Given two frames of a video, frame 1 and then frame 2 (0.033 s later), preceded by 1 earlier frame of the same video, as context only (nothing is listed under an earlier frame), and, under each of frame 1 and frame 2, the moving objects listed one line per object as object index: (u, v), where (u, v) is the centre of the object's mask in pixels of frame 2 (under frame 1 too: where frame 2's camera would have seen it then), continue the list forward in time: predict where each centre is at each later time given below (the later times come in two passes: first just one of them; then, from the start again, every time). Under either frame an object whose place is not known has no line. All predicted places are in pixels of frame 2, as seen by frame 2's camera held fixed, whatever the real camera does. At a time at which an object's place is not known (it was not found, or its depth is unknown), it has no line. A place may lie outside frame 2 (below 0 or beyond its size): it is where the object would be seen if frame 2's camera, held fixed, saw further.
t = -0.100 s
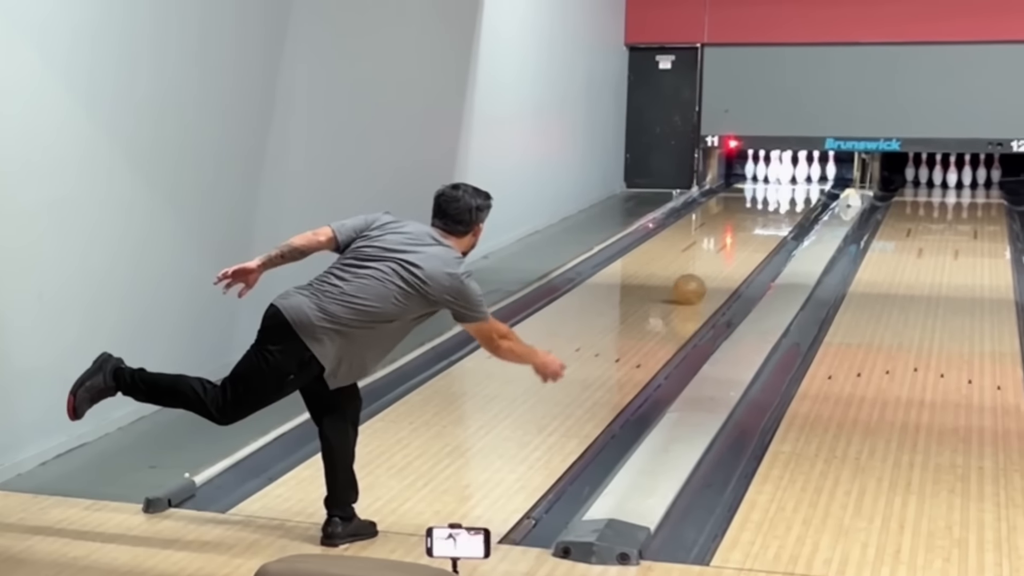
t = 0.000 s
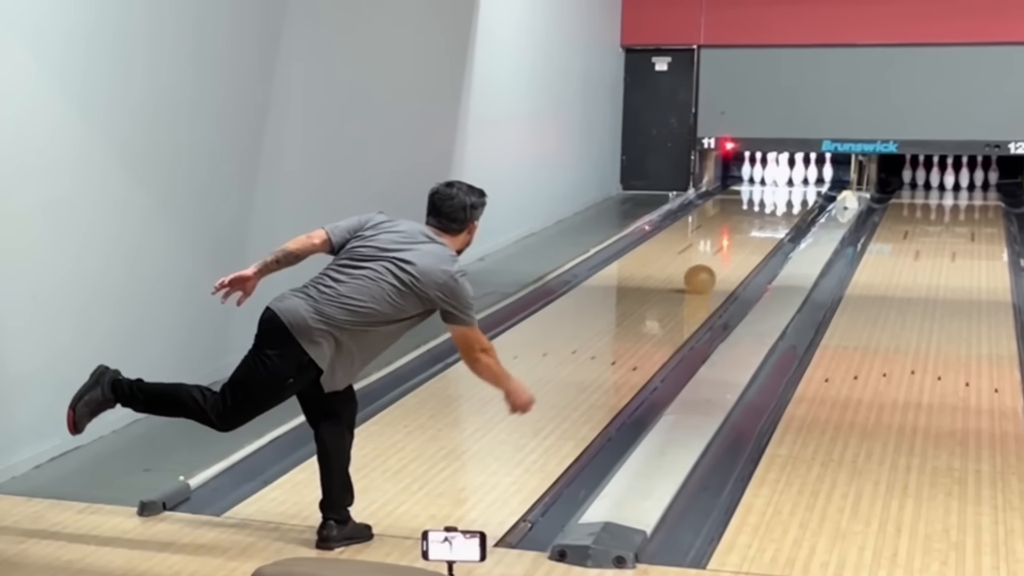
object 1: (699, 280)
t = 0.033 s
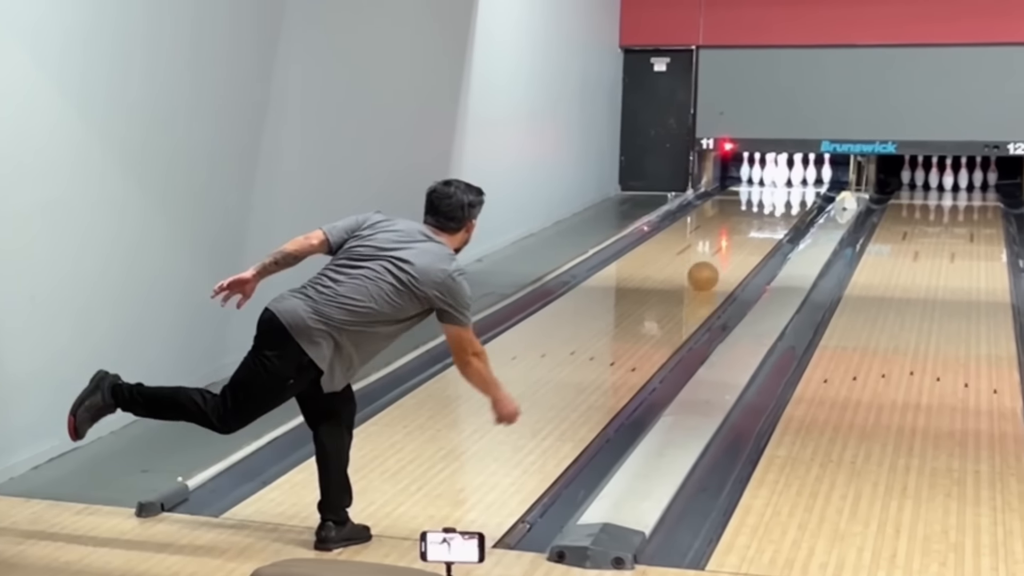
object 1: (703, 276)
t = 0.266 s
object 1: (726, 252)
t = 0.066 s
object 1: (707, 272)
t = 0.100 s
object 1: (710, 268)
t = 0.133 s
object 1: (714, 265)
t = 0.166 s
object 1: (717, 262)
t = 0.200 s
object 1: (721, 261)
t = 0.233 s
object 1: (724, 256)
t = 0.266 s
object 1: (726, 252)
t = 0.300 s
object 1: (728, 251)
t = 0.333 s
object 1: (731, 248)
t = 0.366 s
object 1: (734, 246)
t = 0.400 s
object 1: (735, 244)
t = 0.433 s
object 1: (737, 240)
